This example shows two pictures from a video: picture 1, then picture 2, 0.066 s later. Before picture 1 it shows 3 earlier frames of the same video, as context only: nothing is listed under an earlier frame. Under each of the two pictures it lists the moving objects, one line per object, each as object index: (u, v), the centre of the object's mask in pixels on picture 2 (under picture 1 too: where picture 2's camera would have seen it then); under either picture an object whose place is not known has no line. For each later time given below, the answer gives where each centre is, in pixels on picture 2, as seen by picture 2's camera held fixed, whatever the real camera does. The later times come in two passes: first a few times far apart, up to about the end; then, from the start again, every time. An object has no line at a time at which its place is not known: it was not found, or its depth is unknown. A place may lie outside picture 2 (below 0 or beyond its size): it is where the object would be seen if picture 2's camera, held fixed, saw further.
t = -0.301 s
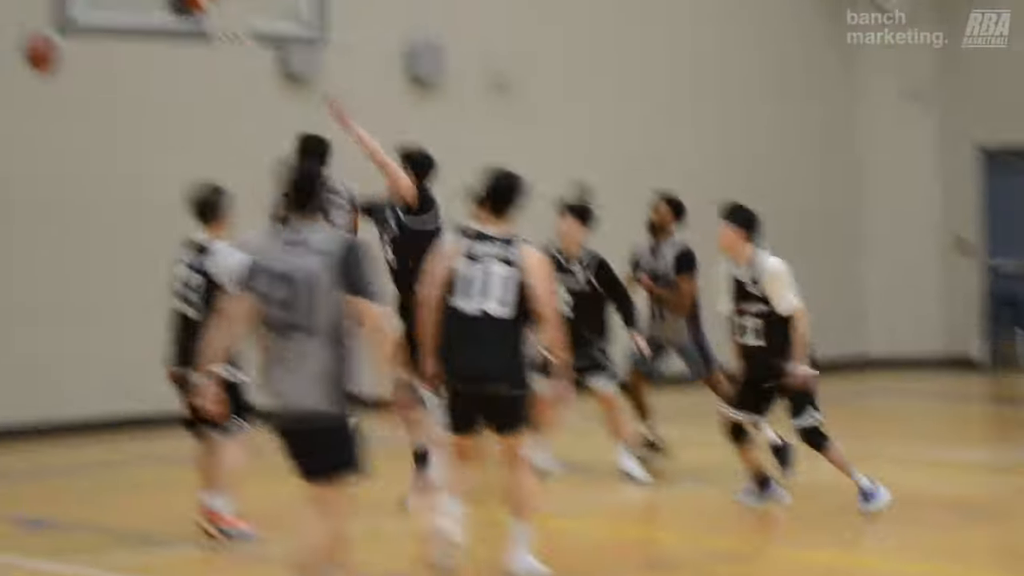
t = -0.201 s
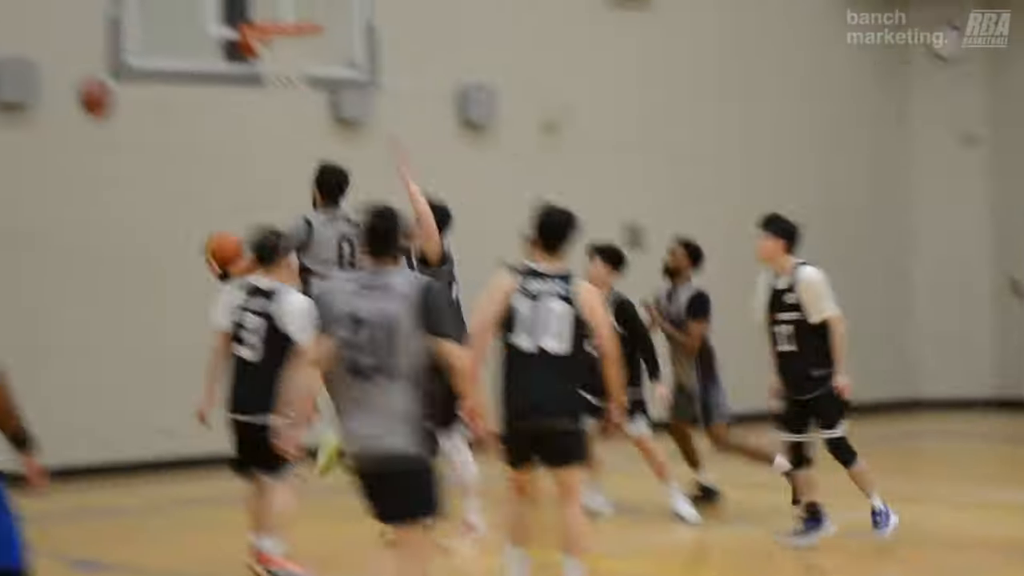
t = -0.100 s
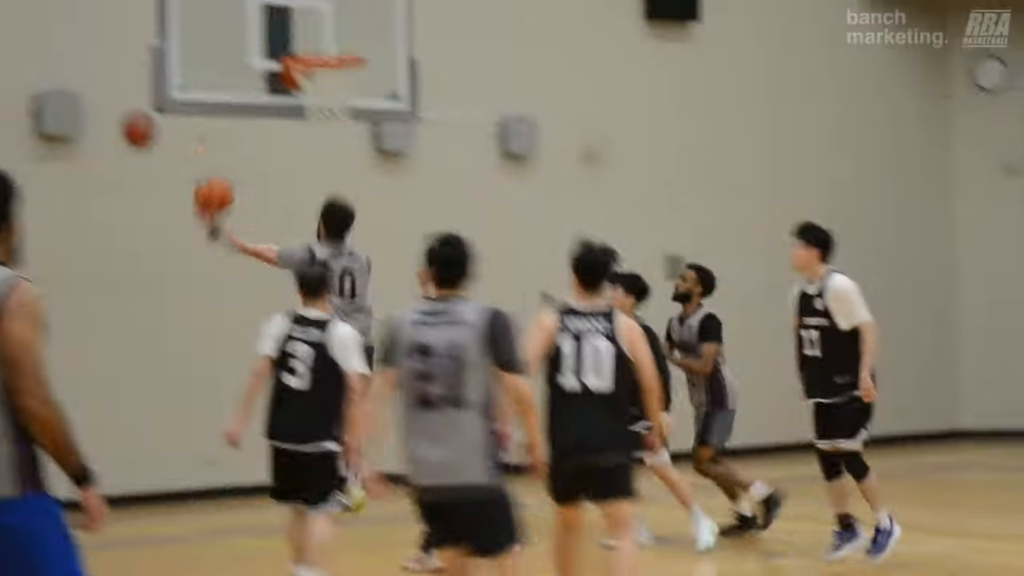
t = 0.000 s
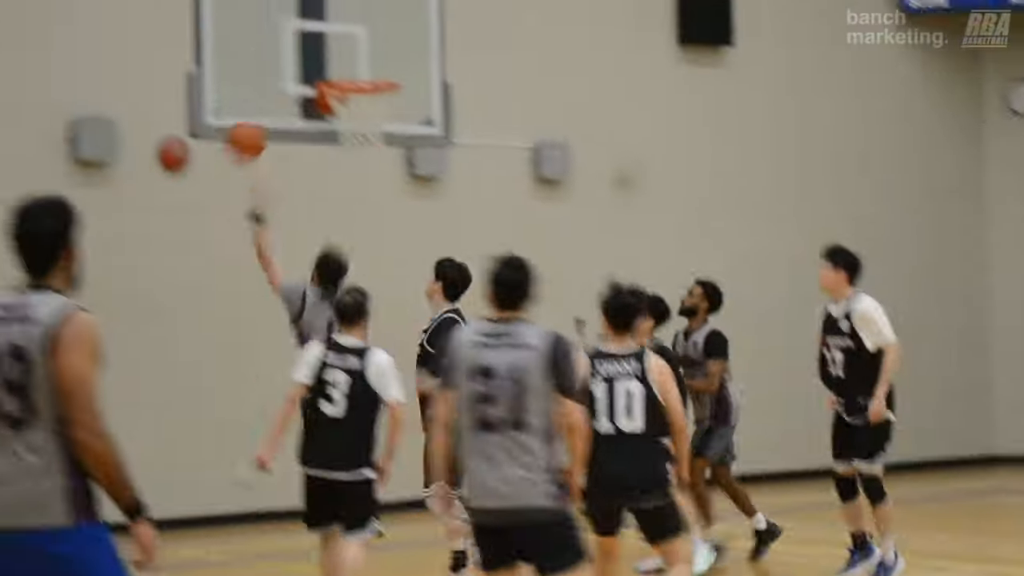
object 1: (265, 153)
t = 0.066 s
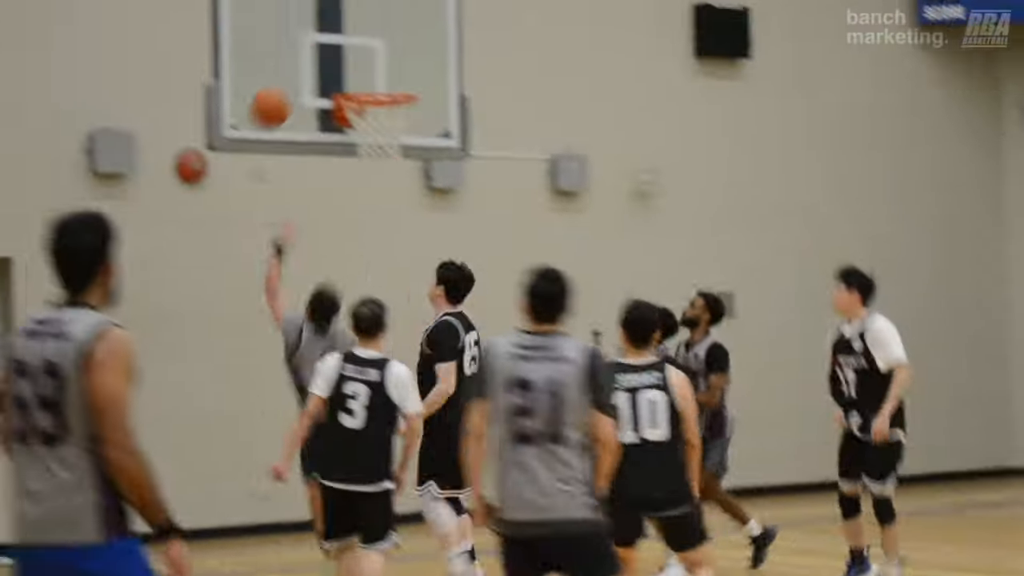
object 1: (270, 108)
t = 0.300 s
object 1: (291, 11)
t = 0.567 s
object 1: (347, 12)
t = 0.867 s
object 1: (365, 115)
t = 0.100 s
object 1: (273, 88)
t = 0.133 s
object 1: (276, 70)
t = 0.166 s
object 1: (279, 55)
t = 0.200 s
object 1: (282, 42)
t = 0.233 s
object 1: (285, 30)
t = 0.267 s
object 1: (288, 19)
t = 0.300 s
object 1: (291, 11)
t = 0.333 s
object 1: (294, 5)
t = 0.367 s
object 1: (302, 1)
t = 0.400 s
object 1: (311, -2)
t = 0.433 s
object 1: (318, -3)
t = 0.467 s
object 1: (324, -1)
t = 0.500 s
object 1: (333, 1)
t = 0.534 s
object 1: (340, 6)
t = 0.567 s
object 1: (347, 12)
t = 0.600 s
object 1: (356, 20)
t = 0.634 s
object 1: (364, 31)
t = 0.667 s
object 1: (371, 43)
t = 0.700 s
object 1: (381, 57)
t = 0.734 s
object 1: (389, 71)
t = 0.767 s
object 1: (398, 84)
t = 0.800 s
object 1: (386, 96)
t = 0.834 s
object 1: (376, 110)
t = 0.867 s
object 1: (365, 115)
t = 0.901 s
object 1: (357, 120)
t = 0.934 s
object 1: (356, 124)
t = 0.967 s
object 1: (354, 135)
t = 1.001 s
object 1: (354, 137)
